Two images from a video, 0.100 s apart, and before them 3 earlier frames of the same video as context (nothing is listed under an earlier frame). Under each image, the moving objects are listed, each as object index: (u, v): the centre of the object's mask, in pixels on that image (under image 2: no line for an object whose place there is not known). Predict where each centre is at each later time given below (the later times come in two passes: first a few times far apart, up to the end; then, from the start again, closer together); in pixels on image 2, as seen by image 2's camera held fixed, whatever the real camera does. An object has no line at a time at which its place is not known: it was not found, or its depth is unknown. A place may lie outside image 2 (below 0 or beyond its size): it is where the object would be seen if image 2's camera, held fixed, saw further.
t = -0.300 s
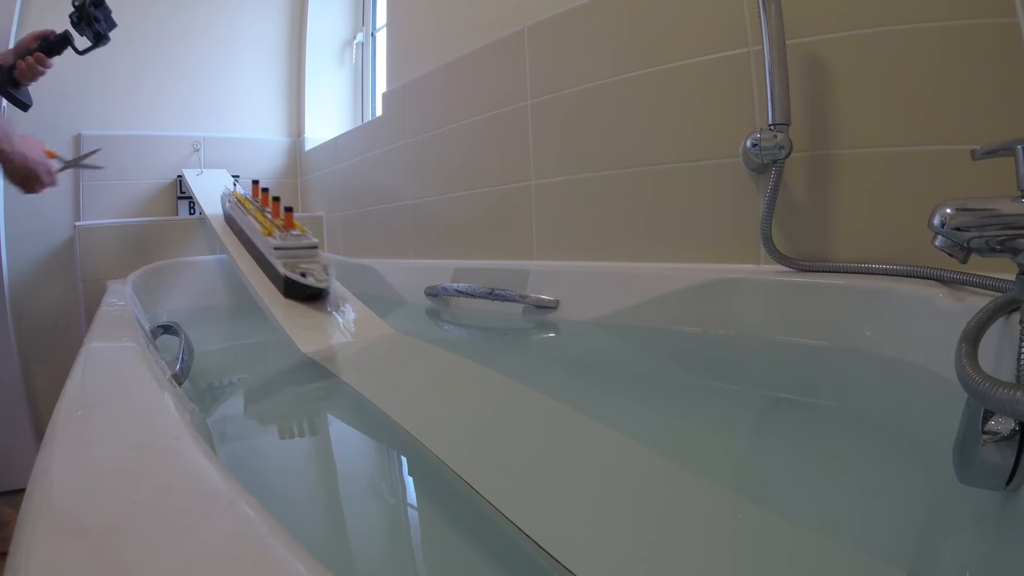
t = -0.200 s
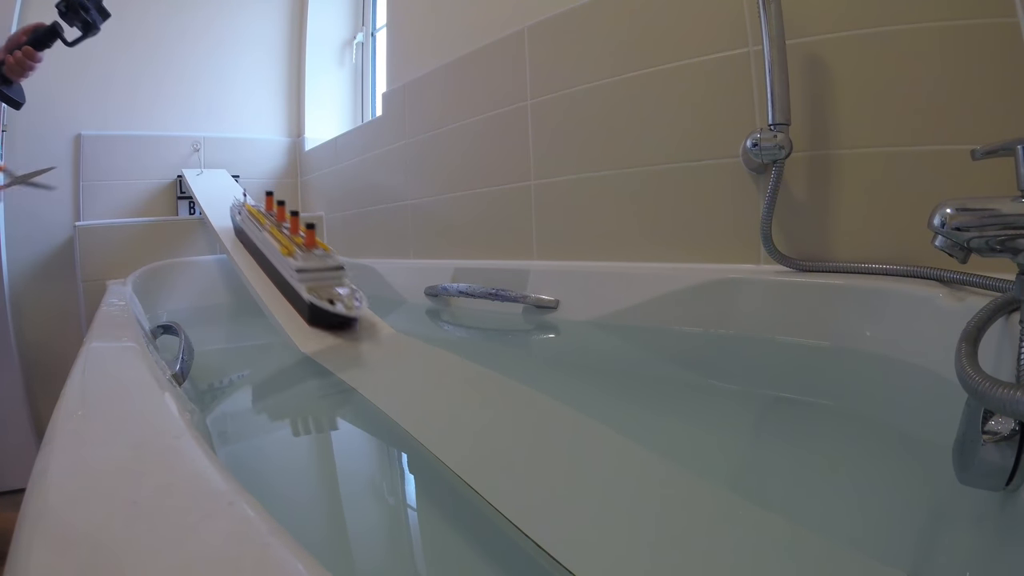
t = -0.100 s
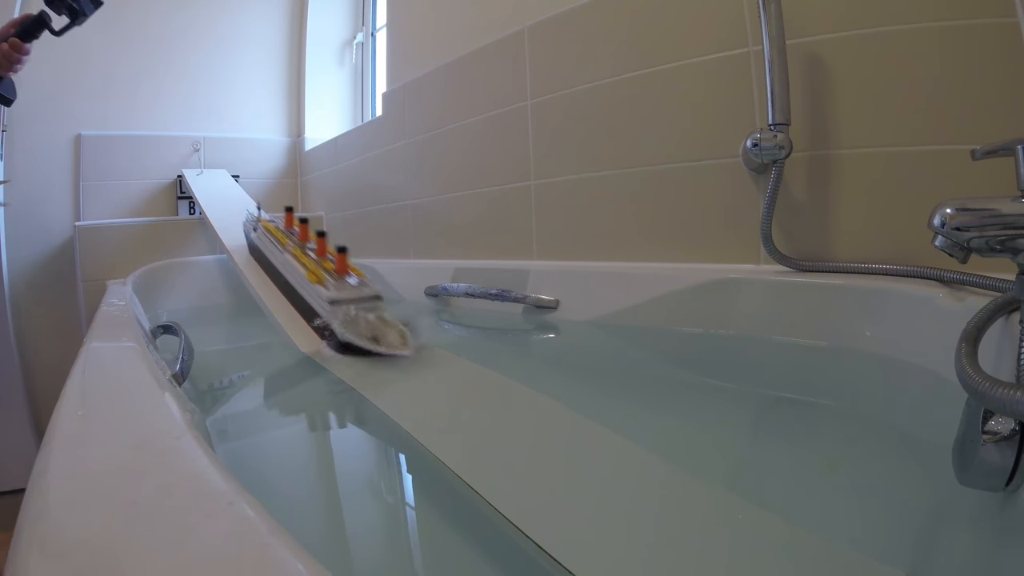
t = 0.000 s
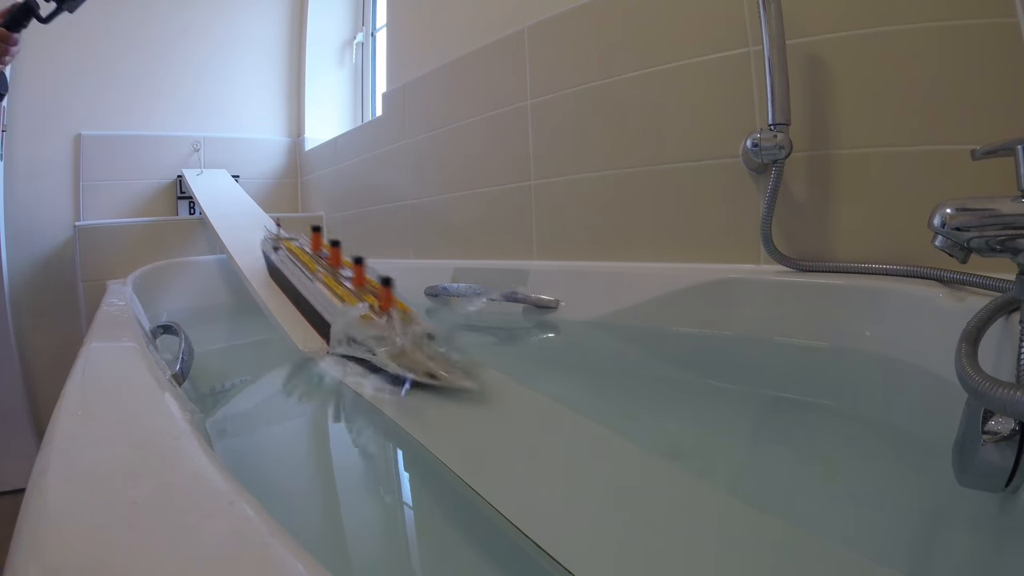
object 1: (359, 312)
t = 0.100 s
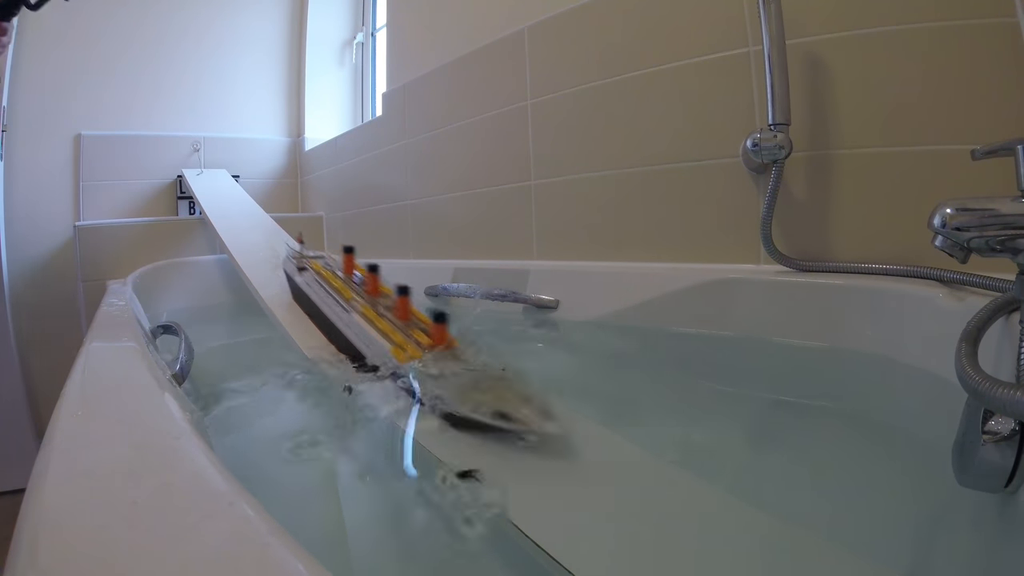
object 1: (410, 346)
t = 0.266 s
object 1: (485, 398)
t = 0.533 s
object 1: (507, 404)
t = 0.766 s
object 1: (536, 383)
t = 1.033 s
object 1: (576, 409)
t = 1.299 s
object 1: (650, 423)
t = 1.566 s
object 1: (708, 442)
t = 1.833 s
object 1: (708, 446)
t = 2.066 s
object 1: (703, 449)
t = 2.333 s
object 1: (698, 453)
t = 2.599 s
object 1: (689, 454)
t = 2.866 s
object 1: (686, 460)
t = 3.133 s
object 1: (673, 455)
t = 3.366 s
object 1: (679, 458)
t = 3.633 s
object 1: (687, 454)
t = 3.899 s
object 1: (671, 456)
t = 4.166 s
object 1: (653, 456)
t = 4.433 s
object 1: (650, 457)
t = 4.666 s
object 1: (652, 458)
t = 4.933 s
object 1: (644, 457)
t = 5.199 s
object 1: (642, 456)
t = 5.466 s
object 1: (645, 457)
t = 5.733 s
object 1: (644, 456)
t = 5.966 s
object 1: (639, 458)
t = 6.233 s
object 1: (630, 460)
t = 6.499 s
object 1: (620, 462)
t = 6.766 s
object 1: (626, 462)
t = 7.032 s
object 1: (628, 463)
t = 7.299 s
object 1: (623, 463)
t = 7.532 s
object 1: (623, 463)
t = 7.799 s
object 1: (624, 464)
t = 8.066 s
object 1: (617, 465)
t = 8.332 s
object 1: (611, 467)
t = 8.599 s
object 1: (608, 468)
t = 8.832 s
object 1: (610, 468)
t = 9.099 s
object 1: (616, 468)
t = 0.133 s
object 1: (427, 356)
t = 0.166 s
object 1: (445, 370)
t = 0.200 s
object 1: (460, 380)
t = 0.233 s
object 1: (472, 386)
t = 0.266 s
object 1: (485, 398)
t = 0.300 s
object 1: (493, 404)
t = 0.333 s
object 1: (502, 408)
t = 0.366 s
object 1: (504, 410)
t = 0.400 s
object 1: (507, 413)
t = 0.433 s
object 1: (508, 412)
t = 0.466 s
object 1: (507, 408)
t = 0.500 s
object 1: (506, 408)
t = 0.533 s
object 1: (507, 404)
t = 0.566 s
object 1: (510, 404)
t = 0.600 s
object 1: (511, 402)
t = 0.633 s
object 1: (519, 396)
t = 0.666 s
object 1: (522, 395)
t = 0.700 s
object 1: (529, 392)
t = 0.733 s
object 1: (531, 387)
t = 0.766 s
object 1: (536, 383)
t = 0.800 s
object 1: (537, 380)
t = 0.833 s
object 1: (542, 384)
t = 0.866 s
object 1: (552, 390)
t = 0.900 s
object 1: (558, 394)
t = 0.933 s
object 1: (563, 399)
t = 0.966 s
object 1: (569, 404)
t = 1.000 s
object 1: (573, 407)
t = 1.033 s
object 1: (576, 409)
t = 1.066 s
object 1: (582, 411)
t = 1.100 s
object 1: (586, 411)
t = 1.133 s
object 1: (592, 413)
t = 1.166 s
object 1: (598, 414)
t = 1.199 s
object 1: (606, 413)
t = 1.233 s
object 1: (622, 417)
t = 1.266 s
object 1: (637, 421)
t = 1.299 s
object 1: (650, 423)
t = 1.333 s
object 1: (665, 426)
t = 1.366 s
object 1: (676, 429)
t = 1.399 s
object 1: (686, 433)
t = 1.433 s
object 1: (694, 436)
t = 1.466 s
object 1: (703, 440)
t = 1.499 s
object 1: (708, 443)
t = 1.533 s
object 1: (709, 444)
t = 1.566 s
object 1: (708, 442)
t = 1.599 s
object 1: (708, 443)
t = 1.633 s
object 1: (708, 445)
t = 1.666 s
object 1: (706, 445)
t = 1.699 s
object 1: (703, 444)
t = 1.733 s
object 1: (702, 443)
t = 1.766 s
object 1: (704, 444)
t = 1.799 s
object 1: (706, 445)
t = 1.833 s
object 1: (708, 446)
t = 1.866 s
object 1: (712, 447)
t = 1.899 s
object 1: (714, 448)
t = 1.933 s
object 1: (712, 449)
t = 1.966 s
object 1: (713, 450)
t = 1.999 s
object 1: (711, 450)
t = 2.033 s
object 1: (708, 450)
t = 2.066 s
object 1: (703, 449)
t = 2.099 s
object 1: (701, 449)
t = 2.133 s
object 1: (696, 449)
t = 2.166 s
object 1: (694, 449)
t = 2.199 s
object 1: (693, 450)
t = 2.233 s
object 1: (693, 451)
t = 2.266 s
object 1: (694, 452)
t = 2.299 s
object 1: (696, 453)
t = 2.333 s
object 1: (698, 453)
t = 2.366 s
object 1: (699, 453)
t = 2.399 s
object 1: (700, 454)
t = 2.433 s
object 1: (701, 455)
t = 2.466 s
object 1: (701, 455)
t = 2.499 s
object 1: (699, 455)
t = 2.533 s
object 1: (697, 455)
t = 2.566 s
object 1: (692, 454)
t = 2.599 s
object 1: (689, 454)
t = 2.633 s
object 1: (685, 454)
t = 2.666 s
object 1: (683, 455)
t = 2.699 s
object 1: (682, 455)
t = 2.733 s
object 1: (674, 453)
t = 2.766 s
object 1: (684, 457)
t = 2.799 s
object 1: (685, 458)
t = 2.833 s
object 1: (686, 459)
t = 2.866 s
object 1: (686, 460)
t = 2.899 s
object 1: (686, 460)
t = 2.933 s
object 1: (686, 460)
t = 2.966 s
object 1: (686, 459)
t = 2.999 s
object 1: (686, 459)
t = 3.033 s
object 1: (678, 456)
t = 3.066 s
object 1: (676, 455)
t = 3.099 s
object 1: (675, 455)
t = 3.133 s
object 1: (673, 455)
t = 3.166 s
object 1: (672, 455)
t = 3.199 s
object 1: (673, 455)
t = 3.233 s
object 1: (674, 455)
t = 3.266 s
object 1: (674, 456)
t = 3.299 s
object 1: (676, 456)
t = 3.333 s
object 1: (677, 457)
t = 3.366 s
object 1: (679, 458)
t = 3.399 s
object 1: (680, 458)
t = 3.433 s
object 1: (682, 457)
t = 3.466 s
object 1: (683, 457)
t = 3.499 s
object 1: (691, 459)
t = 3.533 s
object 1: (692, 458)
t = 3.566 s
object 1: (693, 458)
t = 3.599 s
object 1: (686, 454)
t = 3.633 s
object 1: (687, 454)
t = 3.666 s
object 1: (687, 454)
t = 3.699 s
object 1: (694, 457)
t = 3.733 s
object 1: (685, 455)
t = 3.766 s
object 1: (683, 455)
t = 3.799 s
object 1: (681, 456)
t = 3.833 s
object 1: (678, 455)
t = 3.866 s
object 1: (675, 455)
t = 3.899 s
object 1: (671, 456)
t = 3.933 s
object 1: (667, 456)
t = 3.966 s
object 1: (664, 456)
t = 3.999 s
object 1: (660, 455)
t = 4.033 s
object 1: (658, 455)
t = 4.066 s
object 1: (657, 455)
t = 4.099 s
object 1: (655, 455)
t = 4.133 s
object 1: (654, 455)
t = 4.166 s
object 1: (653, 456)
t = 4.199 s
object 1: (653, 456)
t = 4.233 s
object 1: (653, 456)
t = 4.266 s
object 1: (652, 456)
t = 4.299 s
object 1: (651, 456)
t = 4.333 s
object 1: (651, 456)
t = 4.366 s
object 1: (650, 456)
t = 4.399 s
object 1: (650, 457)
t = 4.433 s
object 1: (650, 457)
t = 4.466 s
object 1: (649, 457)
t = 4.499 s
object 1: (650, 457)
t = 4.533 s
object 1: (651, 458)
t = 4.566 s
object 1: (651, 458)
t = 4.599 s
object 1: (651, 458)
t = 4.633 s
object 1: (652, 458)
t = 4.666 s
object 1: (652, 458)
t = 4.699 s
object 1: (651, 458)
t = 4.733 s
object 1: (650, 458)
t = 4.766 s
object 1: (649, 457)
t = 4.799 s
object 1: (647, 457)
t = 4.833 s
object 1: (646, 457)
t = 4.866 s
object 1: (645, 457)
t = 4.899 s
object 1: (644, 457)
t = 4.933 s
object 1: (644, 457)
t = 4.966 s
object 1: (643, 457)
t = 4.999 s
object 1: (643, 457)
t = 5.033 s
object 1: (643, 457)
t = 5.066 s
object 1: (643, 457)
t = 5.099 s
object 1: (643, 457)
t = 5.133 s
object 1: (643, 457)
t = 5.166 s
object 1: (642, 456)
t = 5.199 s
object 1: (642, 456)
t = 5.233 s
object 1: (643, 456)
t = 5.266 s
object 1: (643, 456)
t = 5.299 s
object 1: (644, 456)
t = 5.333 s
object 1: (644, 456)
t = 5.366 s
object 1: (645, 457)
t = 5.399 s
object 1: (645, 457)
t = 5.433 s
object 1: (645, 457)
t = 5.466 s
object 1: (645, 457)
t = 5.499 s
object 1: (646, 457)
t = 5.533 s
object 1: (645, 457)
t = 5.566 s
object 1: (645, 457)
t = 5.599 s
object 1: (645, 457)
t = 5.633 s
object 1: (646, 457)
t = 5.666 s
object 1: (645, 457)
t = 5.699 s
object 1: (645, 457)
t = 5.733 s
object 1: (644, 456)
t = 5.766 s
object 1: (643, 456)
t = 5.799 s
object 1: (642, 457)
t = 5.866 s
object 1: (641, 457)
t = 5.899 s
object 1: (640, 457)
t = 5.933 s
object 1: (639, 457)
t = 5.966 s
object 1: (639, 458)
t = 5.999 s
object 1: (638, 458)
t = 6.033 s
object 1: (637, 459)
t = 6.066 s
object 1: (636, 459)
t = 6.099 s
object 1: (635, 460)
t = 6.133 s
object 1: (634, 460)
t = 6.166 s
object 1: (633, 460)
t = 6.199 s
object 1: (632, 461)
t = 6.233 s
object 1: (630, 460)
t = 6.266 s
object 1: (628, 461)
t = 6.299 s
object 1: (626, 461)
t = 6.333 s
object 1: (624, 461)
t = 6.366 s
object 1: (623, 461)
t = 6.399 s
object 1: (622, 461)
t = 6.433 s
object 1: (621, 461)
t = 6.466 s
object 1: (620, 462)
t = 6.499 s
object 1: (620, 462)
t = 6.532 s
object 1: (620, 462)
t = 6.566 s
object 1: (621, 462)
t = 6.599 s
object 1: (622, 462)
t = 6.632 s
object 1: (622, 462)
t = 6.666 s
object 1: (623, 462)
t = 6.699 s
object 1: (624, 461)
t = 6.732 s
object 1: (625, 462)
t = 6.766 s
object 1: (626, 462)
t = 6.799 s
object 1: (627, 462)
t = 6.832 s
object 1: (627, 462)
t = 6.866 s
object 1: (628, 462)
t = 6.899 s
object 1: (628, 463)
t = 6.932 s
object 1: (628, 463)
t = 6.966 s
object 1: (628, 463)
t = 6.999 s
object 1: (628, 463)
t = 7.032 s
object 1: (628, 463)
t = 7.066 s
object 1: (627, 463)
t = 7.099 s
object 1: (626, 463)
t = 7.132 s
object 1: (626, 463)
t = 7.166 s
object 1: (625, 463)
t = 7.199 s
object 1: (624, 463)
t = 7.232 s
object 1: (623, 463)
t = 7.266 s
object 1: (623, 463)
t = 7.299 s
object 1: (623, 463)
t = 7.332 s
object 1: (622, 463)
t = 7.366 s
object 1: (622, 463)
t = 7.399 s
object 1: (622, 463)
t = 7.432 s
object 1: (622, 463)
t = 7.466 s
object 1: (623, 463)
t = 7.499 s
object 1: (623, 463)
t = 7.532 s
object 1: (623, 463)
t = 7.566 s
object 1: (623, 463)
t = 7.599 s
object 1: (623, 464)
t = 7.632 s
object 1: (623, 464)
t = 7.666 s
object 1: (624, 464)
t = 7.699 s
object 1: (624, 464)
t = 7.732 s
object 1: (624, 464)
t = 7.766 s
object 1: (624, 464)
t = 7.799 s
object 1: (624, 464)
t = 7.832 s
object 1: (623, 464)
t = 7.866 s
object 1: (622, 464)
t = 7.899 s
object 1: (622, 464)
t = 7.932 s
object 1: (621, 465)
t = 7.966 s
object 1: (620, 465)
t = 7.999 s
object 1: (619, 465)
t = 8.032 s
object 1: (619, 465)
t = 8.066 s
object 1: (617, 465)
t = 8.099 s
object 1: (617, 465)
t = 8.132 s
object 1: (616, 465)
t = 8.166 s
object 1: (615, 466)
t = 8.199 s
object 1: (614, 466)
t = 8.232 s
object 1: (613, 466)
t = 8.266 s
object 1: (612, 467)
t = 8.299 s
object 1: (612, 467)
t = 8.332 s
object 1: (611, 467)
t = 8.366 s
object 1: (610, 467)
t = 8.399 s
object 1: (610, 467)
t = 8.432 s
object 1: (609, 467)
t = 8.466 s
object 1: (608, 468)
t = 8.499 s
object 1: (608, 468)
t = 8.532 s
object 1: (608, 467)
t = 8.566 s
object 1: (609, 467)
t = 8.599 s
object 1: (608, 468)
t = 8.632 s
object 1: (608, 468)
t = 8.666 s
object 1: (608, 468)
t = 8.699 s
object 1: (609, 468)
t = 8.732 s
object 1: (609, 468)
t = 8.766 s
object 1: (609, 468)
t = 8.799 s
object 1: (609, 468)
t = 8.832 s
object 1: (610, 468)
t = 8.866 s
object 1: (610, 468)
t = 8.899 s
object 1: (611, 468)
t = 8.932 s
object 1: (612, 468)
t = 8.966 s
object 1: (613, 468)
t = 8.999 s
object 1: (613, 467)
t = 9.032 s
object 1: (615, 468)
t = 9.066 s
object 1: (615, 468)
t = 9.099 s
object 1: (616, 468)
